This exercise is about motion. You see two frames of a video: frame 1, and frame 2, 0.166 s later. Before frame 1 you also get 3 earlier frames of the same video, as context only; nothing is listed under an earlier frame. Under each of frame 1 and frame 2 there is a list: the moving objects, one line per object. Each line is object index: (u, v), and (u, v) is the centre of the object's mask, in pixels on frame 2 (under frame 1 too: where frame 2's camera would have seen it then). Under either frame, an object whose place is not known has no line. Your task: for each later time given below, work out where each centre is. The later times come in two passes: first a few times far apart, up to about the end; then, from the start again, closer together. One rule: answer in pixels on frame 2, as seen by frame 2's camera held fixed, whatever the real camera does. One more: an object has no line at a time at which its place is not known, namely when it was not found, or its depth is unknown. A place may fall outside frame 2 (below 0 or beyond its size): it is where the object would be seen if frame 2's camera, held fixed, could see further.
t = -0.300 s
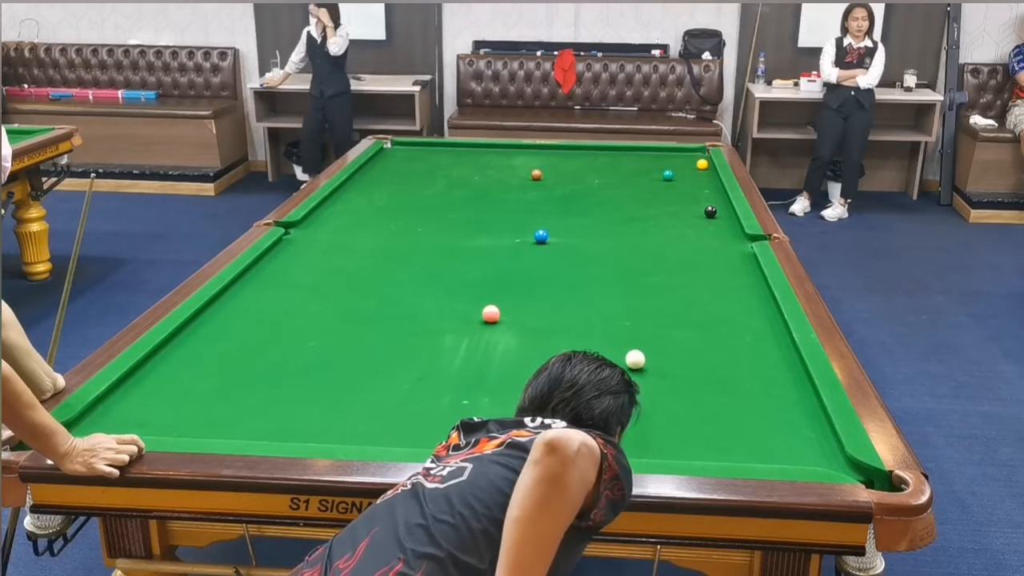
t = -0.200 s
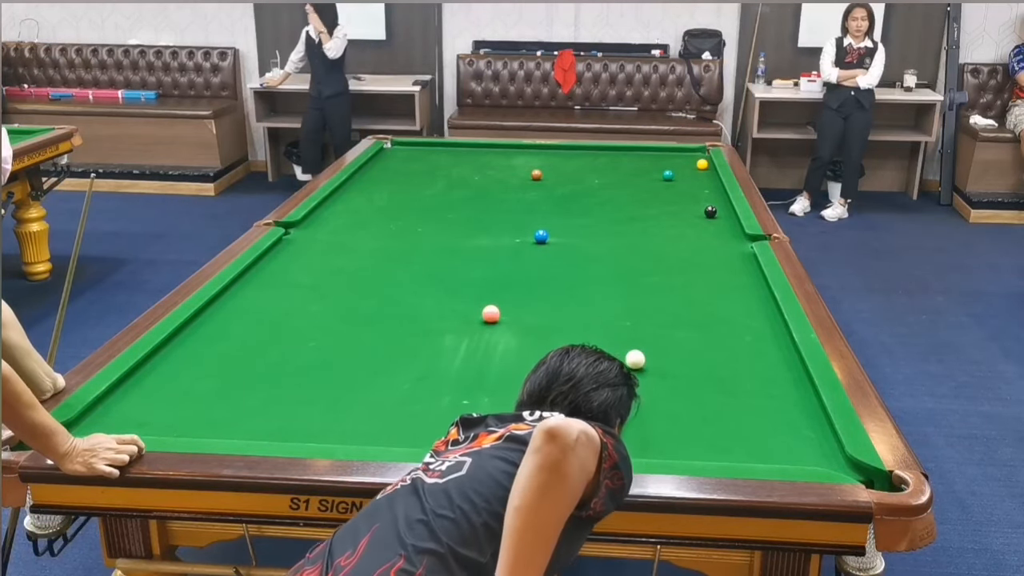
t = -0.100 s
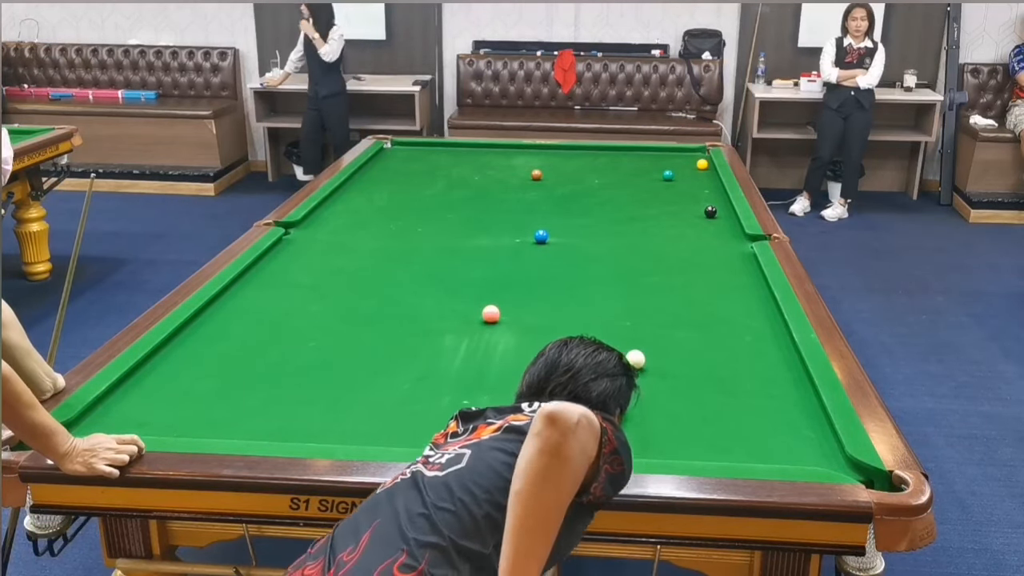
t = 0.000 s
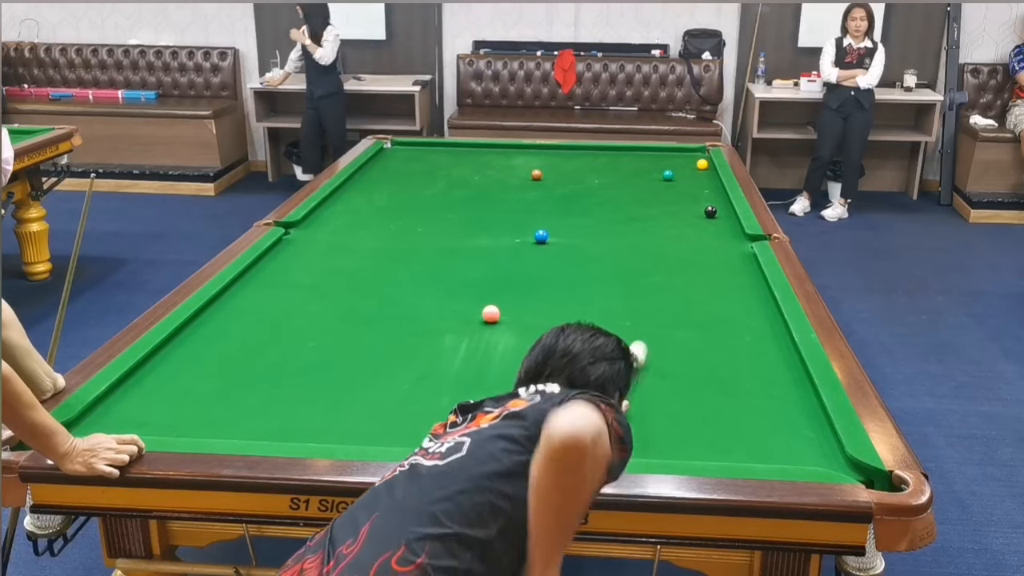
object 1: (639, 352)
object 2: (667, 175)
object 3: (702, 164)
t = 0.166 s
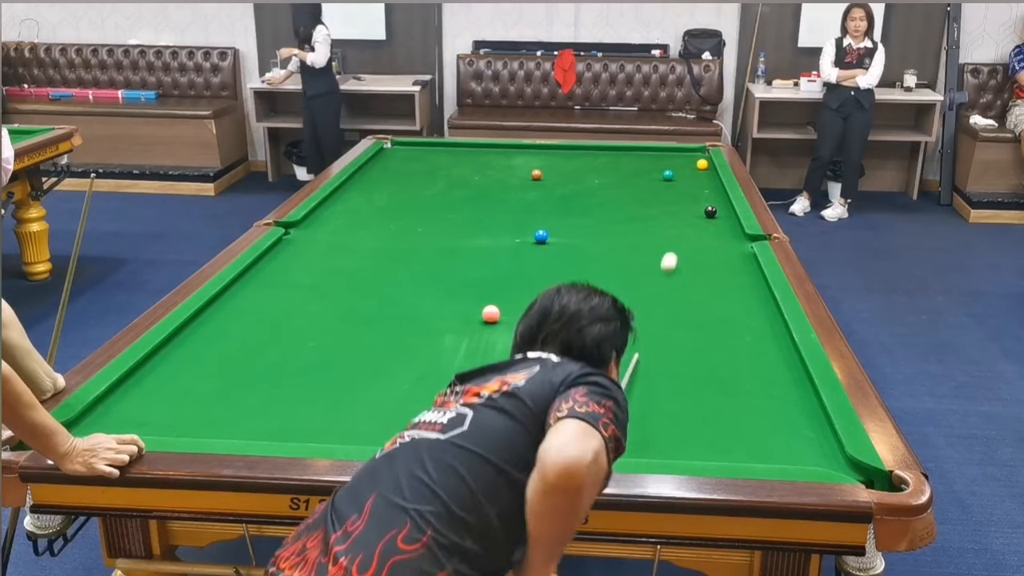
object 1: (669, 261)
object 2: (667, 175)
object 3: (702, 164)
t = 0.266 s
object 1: (681, 226)
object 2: (667, 175)
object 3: (702, 164)
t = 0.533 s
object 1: (703, 166)
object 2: (667, 175)
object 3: (701, 161)
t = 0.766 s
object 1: (705, 166)
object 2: (667, 175)
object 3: (692, 152)
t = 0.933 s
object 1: (698, 166)
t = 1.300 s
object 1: (685, 165)
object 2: (659, 177)
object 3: (680, 175)
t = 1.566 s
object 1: (677, 165)
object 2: (635, 183)
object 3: (694, 181)
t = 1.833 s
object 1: (670, 165)
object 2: (611, 189)
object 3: (709, 188)
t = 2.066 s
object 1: (665, 165)
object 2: (591, 194)
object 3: (722, 193)
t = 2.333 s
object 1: (661, 165)
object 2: (567, 200)
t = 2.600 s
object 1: (657, 165)
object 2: (543, 206)
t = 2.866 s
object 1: (655, 165)
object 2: (519, 212)
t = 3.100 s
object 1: (655, 165)
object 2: (498, 217)
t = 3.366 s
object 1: (655, 165)
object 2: (475, 222)
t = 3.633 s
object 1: (655, 165)
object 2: (451, 228)
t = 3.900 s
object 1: (655, 165)
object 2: (428, 233)
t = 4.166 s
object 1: (655, 165)
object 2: (406, 239)
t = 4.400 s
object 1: (655, 165)
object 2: (386, 244)
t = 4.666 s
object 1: (655, 165)
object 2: (365, 248)
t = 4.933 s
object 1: (655, 165)
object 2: (345, 253)
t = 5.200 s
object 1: (655, 165)
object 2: (325, 258)
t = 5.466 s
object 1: (655, 165)
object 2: (307, 262)
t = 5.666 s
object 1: (655, 165)
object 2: (295, 265)
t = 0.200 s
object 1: (674, 248)
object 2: (667, 175)
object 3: (702, 164)
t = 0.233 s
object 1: (678, 236)
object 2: (667, 175)
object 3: (702, 164)
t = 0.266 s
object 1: (681, 226)
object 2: (667, 175)
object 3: (702, 164)
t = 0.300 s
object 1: (685, 216)
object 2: (667, 175)
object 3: (702, 164)
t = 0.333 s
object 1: (688, 207)
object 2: (667, 175)
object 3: (702, 164)
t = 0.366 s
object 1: (691, 198)
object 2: (667, 175)
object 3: (702, 164)
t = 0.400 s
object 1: (694, 191)
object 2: (667, 175)
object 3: (702, 164)
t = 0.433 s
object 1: (696, 184)
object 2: (667, 175)
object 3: (702, 164)
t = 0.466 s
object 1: (699, 177)
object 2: (667, 175)
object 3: (702, 164)
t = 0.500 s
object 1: (701, 171)
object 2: (667, 175)
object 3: (702, 162)
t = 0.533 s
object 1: (703, 166)
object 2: (667, 175)
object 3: (701, 161)
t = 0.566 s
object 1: (705, 166)
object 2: (667, 175)
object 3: (701, 157)
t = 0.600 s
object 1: (707, 166)
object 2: (667, 175)
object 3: (700, 154)
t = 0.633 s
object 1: (709, 166)
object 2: (667, 175)
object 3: (700, 149)
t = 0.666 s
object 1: (709, 166)
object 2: (667, 175)
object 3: (705, 148)
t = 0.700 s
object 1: (708, 166)
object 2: (667, 175)
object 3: (696, 149)
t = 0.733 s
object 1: (706, 166)
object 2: (667, 175)
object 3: (694, 149)
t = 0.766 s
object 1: (705, 166)
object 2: (667, 175)
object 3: (692, 152)
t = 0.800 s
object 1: (704, 166)
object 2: (668, 175)
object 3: (691, 154)
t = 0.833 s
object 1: (702, 166)
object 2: (668, 175)
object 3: (689, 155)
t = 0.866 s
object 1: (701, 166)
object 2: (669, 175)
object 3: (688, 157)
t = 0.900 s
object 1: (700, 166)
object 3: (686, 158)
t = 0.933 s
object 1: (698, 166)
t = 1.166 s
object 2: (666, 175)
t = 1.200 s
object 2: (667, 175)
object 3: (676, 172)
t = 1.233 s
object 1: (687, 165)
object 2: (666, 175)
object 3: (676, 173)
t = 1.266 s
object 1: (686, 165)
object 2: (662, 176)
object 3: (677, 174)
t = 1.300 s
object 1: (685, 165)
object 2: (659, 177)
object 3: (680, 175)
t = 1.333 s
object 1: (684, 165)
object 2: (655, 178)
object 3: (681, 176)
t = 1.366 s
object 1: (683, 165)
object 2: (653, 179)
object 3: (683, 176)
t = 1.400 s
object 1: (682, 165)
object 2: (650, 180)
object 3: (685, 177)
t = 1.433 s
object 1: (681, 165)
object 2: (647, 180)
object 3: (687, 178)
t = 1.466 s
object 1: (680, 165)
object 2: (644, 181)
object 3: (689, 179)
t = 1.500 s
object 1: (679, 165)
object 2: (641, 182)
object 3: (691, 180)
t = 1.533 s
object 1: (678, 165)
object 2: (638, 183)
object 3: (692, 180)
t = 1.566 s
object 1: (677, 165)
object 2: (635, 183)
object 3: (694, 181)
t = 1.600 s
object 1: (676, 165)
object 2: (632, 184)
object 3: (696, 182)
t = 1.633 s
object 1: (675, 165)
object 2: (629, 185)
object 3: (698, 183)
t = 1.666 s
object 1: (674, 165)
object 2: (627, 185)
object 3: (700, 184)
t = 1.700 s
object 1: (673, 165)
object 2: (623, 186)
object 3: (702, 185)
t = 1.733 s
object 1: (672, 165)
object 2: (621, 187)
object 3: (703, 185)
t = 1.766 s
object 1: (672, 165)
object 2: (618, 188)
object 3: (705, 186)
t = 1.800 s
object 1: (671, 165)
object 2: (615, 189)
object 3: (707, 187)
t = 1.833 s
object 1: (670, 165)
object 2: (611, 189)
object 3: (709, 188)
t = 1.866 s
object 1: (669, 165)
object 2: (608, 190)
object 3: (711, 189)
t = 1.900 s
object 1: (669, 165)
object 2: (606, 191)
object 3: (712, 189)
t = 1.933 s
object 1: (668, 165)
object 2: (602, 191)
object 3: (714, 190)
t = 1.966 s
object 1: (667, 165)
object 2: (600, 192)
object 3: (716, 191)
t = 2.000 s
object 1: (666, 165)
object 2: (597, 193)
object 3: (718, 192)
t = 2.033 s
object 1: (666, 165)
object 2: (594, 193)
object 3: (720, 193)
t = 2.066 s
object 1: (665, 165)
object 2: (591, 194)
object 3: (722, 193)
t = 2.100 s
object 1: (664, 165)
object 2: (588, 195)
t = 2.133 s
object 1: (664, 165)
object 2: (585, 196)
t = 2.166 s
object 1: (663, 165)
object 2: (582, 197)
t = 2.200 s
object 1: (663, 165)
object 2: (579, 197)
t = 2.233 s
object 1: (662, 165)
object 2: (575, 198)
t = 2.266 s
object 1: (661, 165)
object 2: (573, 199)
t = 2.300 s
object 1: (661, 165)
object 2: (570, 200)
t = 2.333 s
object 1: (661, 165)
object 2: (567, 200)
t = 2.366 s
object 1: (660, 165)
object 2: (564, 201)
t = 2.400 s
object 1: (659, 165)
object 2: (561, 201)
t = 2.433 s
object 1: (659, 165)
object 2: (557, 202)
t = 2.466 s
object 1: (659, 165)
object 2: (555, 203)
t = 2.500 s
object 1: (658, 165)
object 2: (552, 204)
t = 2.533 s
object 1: (658, 165)
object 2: (549, 204)
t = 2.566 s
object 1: (657, 165)
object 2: (546, 205)
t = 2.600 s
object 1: (657, 165)
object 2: (543, 206)
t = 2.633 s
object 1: (657, 165)
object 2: (540, 206)
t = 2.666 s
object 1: (656, 165)
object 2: (537, 207)
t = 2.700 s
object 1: (656, 165)
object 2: (534, 208)
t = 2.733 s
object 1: (656, 165)
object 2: (531, 209)
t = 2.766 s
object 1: (656, 165)
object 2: (528, 209)
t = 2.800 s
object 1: (656, 165)
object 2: (525, 210)
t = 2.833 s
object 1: (655, 165)
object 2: (522, 211)
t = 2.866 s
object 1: (655, 165)
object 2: (519, 212)
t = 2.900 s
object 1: (655, 165)
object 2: (516, 212)
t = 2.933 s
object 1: (655, 165)
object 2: (513, 213)
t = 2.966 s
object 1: (655, 165)
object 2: (510, 214)
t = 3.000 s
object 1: (655, 165)
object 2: (507, 214)
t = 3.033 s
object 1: (655, 165)
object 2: (504, 215)
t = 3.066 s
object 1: (655, 165)
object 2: (502, 216)
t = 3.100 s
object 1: (655, 165)
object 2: (498, 217)
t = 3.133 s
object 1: (655, 165)
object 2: (496, 217)
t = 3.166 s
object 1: (655, 165)
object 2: (492, 218)
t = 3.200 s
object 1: (655, 165)
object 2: (490, 219)
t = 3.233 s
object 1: (655, 165)
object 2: (486, 219)
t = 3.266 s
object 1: (655, 165)
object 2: (483, 220)
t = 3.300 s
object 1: (655, 165)
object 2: (481, 221)
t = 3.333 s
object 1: (655, 165)
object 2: (478, 221)
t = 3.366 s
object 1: (655, 165)
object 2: (475, 222)
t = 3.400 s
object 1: (655, 165)
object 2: (472, 223)
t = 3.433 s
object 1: (655, 165)
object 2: (469, 224)
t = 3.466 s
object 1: (655, 165)
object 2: (466, 224)
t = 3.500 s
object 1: (655, 165)
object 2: (463, 225)
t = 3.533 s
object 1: (655, 165)
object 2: (460, 226)
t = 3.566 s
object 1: (655, 165)
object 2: (457, 226)
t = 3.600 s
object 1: (655, 165)
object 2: (454, 227)
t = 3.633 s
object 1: (655, 165)
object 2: (451, 228)
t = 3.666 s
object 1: (655, 165)
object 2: (449, 229)
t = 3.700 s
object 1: (655, 165)
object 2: (445, 229)
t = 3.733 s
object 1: (655, 165)
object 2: (443, 230)
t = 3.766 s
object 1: (655, 165)
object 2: (440, 231)
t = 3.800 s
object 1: (655, 165)
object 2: (437, 231)
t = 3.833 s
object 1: (655, 165)
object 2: (434, 232)
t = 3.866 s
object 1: (655, 165)
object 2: (431, 233)
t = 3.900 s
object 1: (655, 165)
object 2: (428, 233)
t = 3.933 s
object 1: (655, 165)
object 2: (425, 234)
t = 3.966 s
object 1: (655, 165)
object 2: (423, 235)
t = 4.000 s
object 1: (655, 165)
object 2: (420, 236)
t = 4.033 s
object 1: (655, 165)
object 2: (417, 236)
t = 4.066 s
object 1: (655, 165)
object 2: (414, 237)
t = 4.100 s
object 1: (655, 165)
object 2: (412, 238)
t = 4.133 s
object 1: (655, 165)
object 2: (409, 238)
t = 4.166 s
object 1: (655, 165)
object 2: (406, 239)
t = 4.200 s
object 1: (655, 165)
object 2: (403, 240)
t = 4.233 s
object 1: (655, 165)
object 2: (400, 240)
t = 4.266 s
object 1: (655, 165)
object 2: (397, 241)
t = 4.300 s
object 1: (655, 165)
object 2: (395, 242)
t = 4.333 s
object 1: (655, 165)
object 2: (392, 242)
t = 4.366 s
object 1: (655, 165)
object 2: (389, 243)
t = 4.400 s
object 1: (655, 165)
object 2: (386, 244)
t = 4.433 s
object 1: (655, 165)
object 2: (384, 244)
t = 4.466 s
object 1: (655, 165)
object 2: (381, 245)
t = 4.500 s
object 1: (655, 165)
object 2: (378, 245)
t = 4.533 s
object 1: (655, 165)
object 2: (376, 246)
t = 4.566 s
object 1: (655, 165)
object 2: (373, 247)
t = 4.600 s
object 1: (655, 165)
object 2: (370, 247)
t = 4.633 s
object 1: (655, 165)
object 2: (368, 248)
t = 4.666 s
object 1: (655, 165)
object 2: (365, 248)
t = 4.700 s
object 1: (655, 165)
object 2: (363, 249)
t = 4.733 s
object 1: (655, 165)
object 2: (360, 250)
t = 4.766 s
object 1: (655, 165)
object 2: (357, 250)
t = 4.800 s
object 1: (655, 165)
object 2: (355, 251)
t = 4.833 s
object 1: (655, 165)
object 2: (352, 252)
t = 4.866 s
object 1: (655, 165)
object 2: (350, 252)
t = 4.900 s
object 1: (655, 165)
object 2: (347, 253)
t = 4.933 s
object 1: (655, 165)
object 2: (345, 253)
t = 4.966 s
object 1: (655, 165)
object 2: (342, 254)
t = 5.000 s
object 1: (655, 165)
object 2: (340, 255)
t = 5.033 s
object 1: (655, 165)
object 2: (337, 255)
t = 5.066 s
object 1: (655, 165)
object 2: (335, 256)
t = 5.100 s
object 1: (655, 165)
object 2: (332, 256)
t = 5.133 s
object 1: (655, 165)
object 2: (330, 257)
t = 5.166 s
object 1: (655, 165)
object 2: (328, 258)
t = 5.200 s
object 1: (655, 165)
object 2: (325, 258)
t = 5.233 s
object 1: (655, 165)
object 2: (323, 259)
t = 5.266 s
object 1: (655, 165)
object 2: (321, 259)
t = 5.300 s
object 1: (655, 165)
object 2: (318, 260)
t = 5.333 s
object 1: (655, 165)
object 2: (316, 260)
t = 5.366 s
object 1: (655, 165)
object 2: (314, 261)
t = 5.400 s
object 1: (655, 165)
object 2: (312, 261)
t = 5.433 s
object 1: (655, 165)
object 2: (310, 262)
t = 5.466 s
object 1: (655, 165)
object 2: (307, 262)
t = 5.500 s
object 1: (655, 165)
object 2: (305, 263)
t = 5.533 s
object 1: (655, 165)
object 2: (303, 263)
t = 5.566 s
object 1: (655, 165)
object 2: (301, 264)
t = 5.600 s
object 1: (655, 165)
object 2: (299, 264)
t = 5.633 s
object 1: (655, 165)
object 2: (297, 265)
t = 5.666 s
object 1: (655, 165)
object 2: (295, 265)
